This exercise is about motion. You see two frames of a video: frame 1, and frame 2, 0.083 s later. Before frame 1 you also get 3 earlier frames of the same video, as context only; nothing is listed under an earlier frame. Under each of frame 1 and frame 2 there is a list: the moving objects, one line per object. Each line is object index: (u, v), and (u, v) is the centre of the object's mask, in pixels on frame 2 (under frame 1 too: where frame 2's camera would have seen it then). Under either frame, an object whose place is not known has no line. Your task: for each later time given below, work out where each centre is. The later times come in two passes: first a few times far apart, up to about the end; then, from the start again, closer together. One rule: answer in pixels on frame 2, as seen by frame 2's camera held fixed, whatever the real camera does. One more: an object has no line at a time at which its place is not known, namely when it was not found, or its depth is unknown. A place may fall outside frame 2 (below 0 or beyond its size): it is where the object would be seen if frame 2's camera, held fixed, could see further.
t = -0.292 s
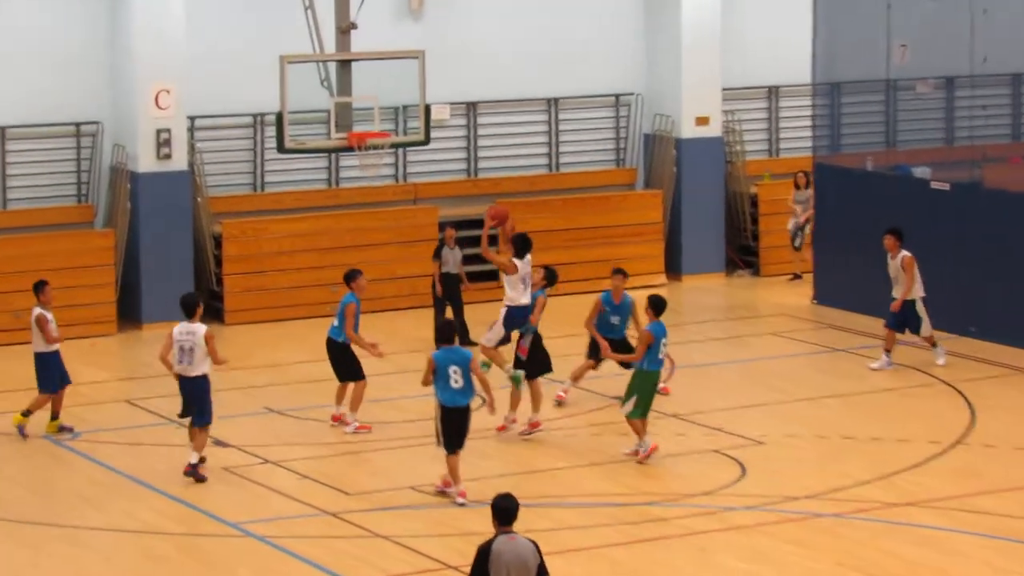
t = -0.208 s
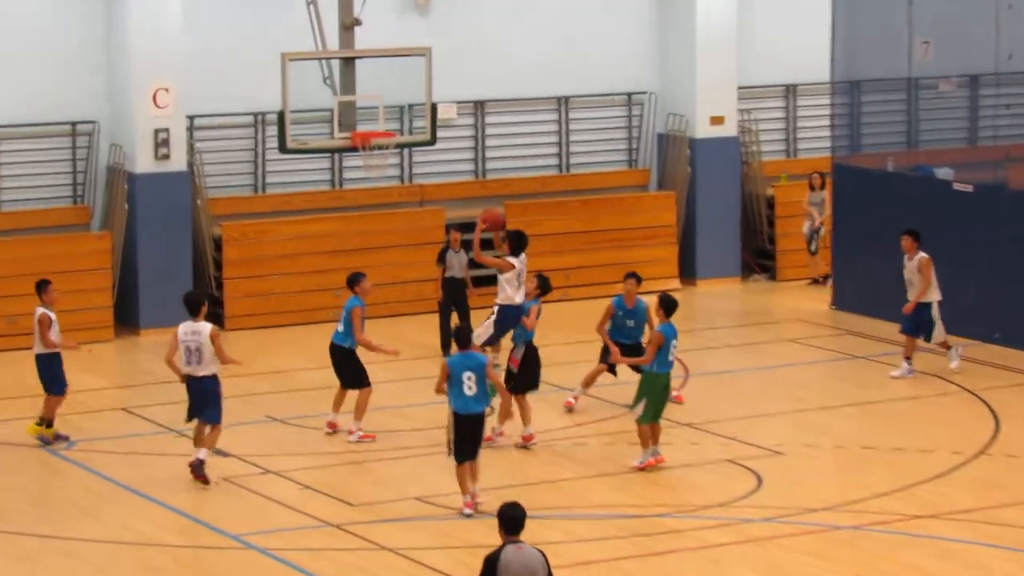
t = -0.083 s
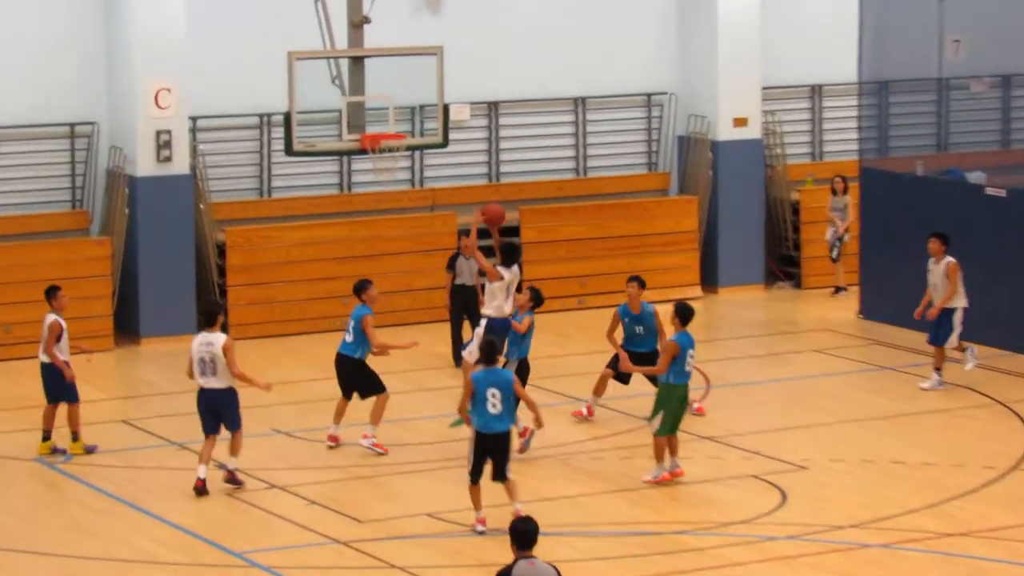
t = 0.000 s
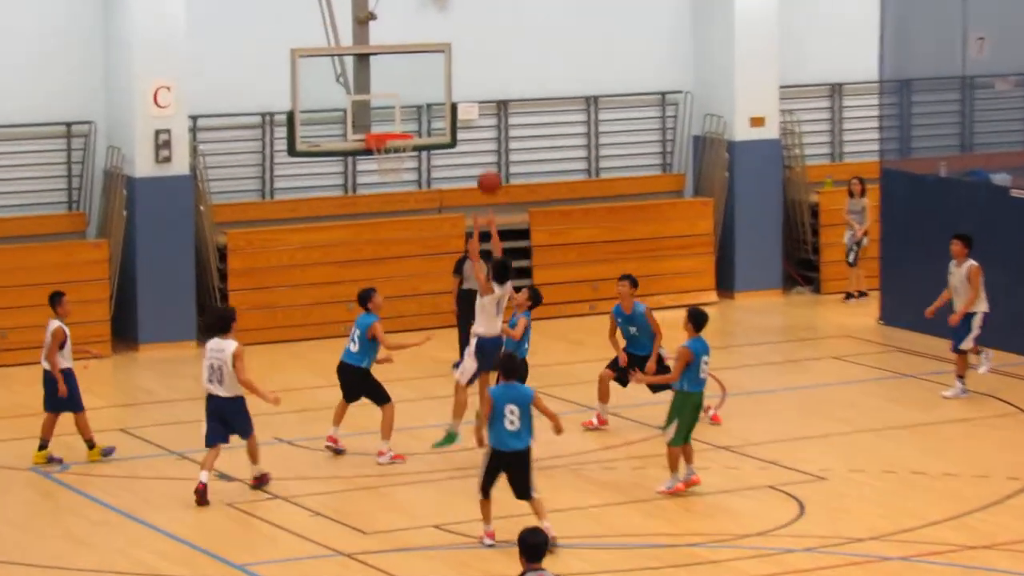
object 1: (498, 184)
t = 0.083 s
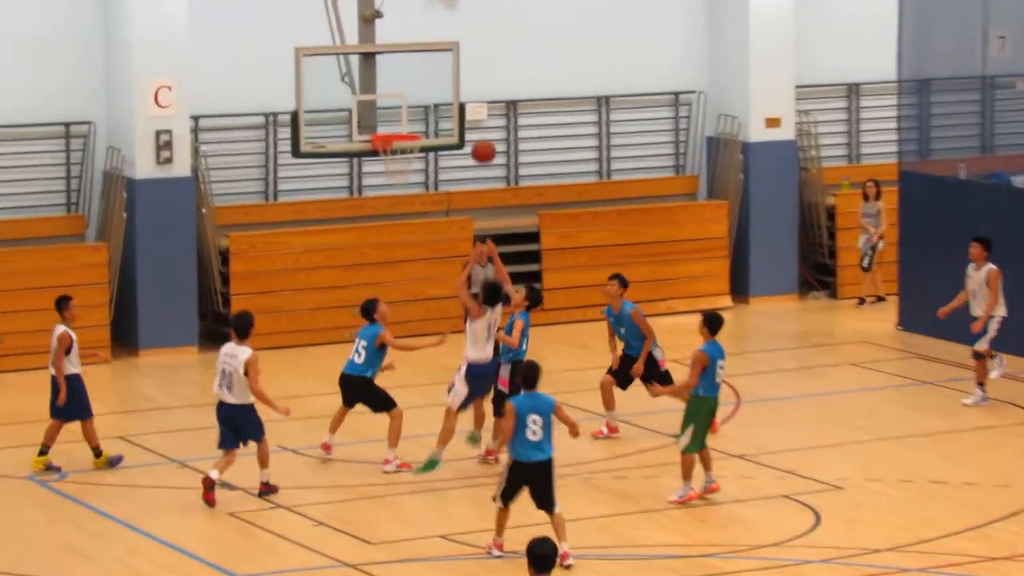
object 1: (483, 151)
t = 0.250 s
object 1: (455, 108)
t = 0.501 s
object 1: (416, 95)
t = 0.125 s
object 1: (476, 138)
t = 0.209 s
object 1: (462, 116)
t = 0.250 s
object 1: (455, 108)
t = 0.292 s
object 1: (448, 102)
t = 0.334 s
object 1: (442, 97)
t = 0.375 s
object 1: (435, 94)
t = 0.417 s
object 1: (429, 93)
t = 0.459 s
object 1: (422, 93)
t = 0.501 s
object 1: (416, 95)
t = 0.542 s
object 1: (409, 97)
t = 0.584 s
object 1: (403, 103)
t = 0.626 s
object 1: (396, 109)
